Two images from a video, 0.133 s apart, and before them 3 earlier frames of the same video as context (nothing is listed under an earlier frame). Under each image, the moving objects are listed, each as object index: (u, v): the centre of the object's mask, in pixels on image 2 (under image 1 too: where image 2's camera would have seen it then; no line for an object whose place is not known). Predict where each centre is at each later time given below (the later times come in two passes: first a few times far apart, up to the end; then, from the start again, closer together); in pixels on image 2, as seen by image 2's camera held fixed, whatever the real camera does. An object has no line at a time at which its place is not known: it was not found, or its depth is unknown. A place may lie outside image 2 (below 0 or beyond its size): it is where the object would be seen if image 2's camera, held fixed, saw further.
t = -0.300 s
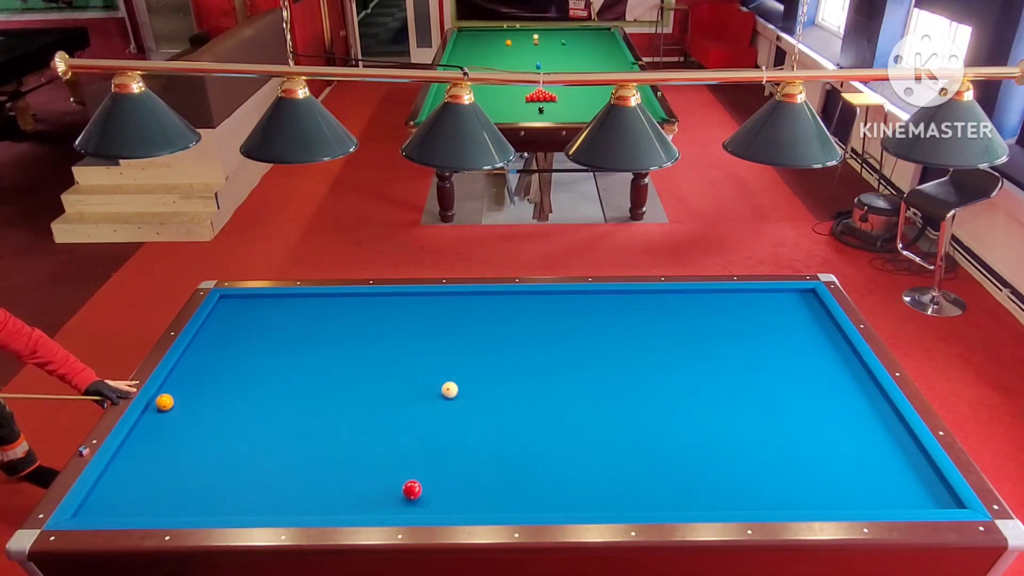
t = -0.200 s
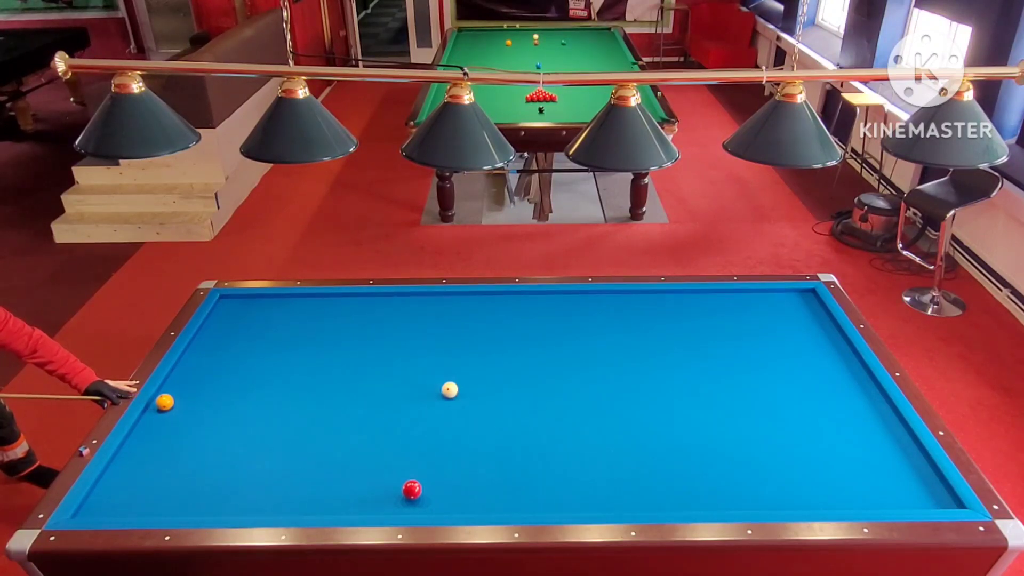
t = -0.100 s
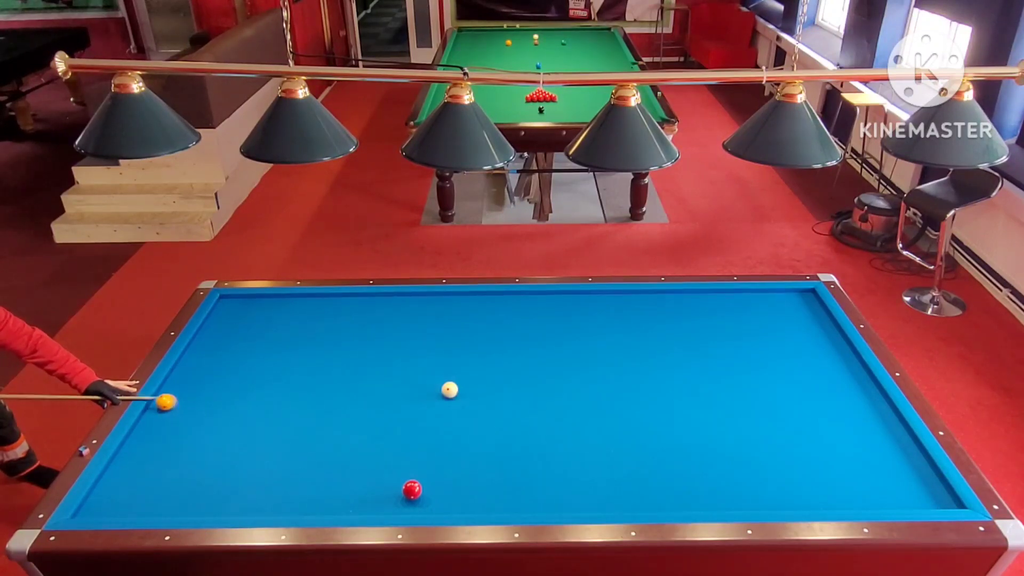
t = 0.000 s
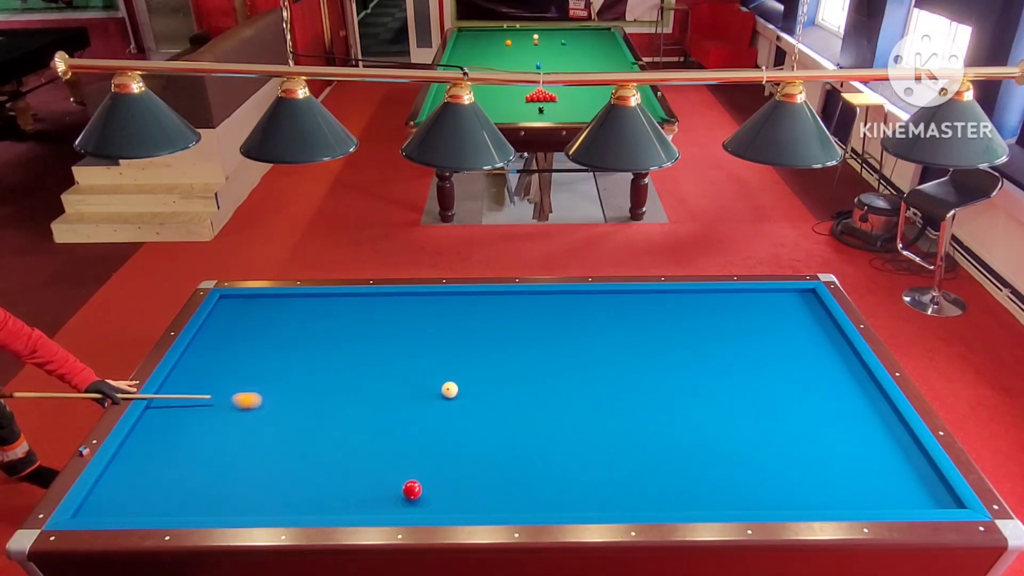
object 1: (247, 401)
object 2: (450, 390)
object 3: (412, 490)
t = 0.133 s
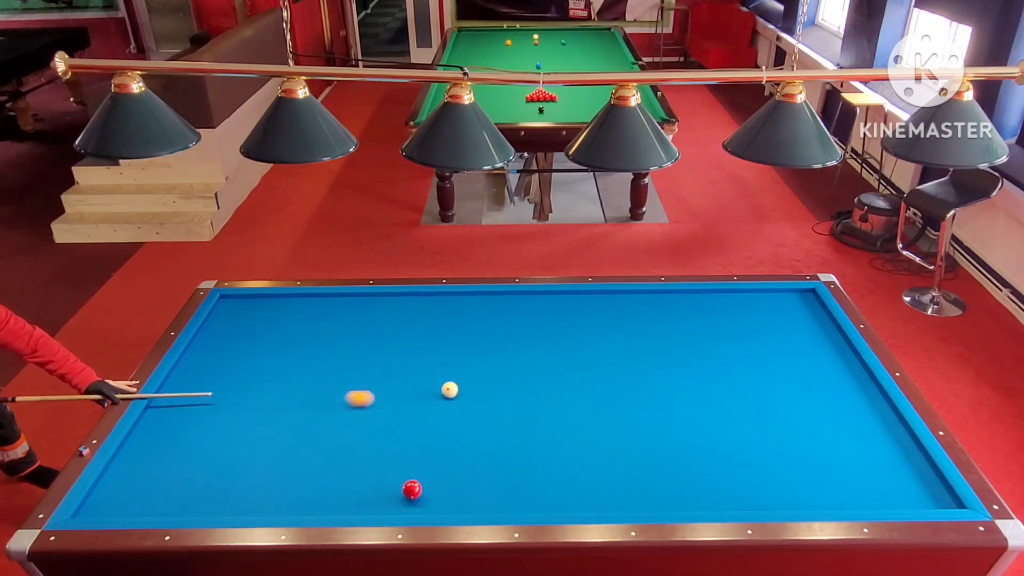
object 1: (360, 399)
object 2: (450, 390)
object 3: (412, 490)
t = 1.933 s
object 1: (647, 369)
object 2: (797, 362)
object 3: (412, 490)
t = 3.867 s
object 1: (270, 327)
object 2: (773, 488)
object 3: (412, 490)
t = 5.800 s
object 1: (292, 424)
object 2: (590, 406)
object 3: (412, 490)
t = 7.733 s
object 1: (429, 500)
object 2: (478, 358)
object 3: (415, 482)
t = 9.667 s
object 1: (507, 488)
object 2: (414, 331)
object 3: (422, 466)
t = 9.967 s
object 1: (515, 487)
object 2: (407, 329)
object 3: (422, 467)
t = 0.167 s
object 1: (388, 398)
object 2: (450, 390)
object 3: (412, 490)
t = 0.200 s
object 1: (416, 398)
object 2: (450, 390)
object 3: (412, 490)
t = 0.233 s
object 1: (441, 399)
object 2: (453, 387)
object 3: (412, 490)
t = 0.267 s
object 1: (457, 406)
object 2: (465, 381)
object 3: (412, 490)
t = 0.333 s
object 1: (490, 422)
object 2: (487, 367)
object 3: (412, 490)
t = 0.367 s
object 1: (508, 430)
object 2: (498, 360)
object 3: (412, 490)
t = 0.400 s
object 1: (526, 437)
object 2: (508, 354)
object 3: (412, 490)
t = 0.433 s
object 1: (546, 445)
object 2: (517, 349)
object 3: (412, 490)
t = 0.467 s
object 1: (567, 452)
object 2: (525, 344)
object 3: (412, 490)
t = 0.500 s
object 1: (588, 459)
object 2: (534, 339)
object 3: (412, 490)
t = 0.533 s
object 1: (610, 466)
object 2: (541, 334)
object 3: (412, 490)
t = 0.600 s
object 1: (656, 480)
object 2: (555, 325)
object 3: (412, 490)
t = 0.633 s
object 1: (680, 487)
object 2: (562, 321)
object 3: (412, 490)
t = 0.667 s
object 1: (705, 495)
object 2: (568, 317)
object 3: (412, 490)
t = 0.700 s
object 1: (730, 502)
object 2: (575, 313)
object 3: (412, 490)
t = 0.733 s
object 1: (750, 502)
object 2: (581, 309)
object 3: (412, 490)
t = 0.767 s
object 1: (765, 496)
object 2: (587, 306)
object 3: (412, 490)
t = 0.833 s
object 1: (796, 485)
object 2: (600, 298)
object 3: (412, 490)
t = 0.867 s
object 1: (811, 479)
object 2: (606, 295)
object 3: (412, 490)
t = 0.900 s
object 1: (827, 475)
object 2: (611, 295)
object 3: (412, 490)
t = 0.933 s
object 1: (842, 471)
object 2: (617, 298)
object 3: (412, 490)
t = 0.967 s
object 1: (858, 467)
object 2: (622, 300)
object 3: (412, 490)
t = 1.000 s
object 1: (873, 463)
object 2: (628, 303)
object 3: (412, 490)
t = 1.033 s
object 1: (888, 460)
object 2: (633, 305)
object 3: (412, 490)
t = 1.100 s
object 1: (917, 453)
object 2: (644, 309)
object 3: (412, 490)
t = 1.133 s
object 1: (907, 449)
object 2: (650, 311)
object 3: (412, 490)
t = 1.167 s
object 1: (891, 445)
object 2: (656, 313)
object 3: (412, 490)
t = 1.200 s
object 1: (874, 440)
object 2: (661, 315)
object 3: (412, 490)
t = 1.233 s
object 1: (860, 437)
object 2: (667, 317)
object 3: (412, 490)
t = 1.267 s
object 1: (846, 433)
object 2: (673, 319)
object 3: (412, 490)
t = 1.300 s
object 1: (833, 429)
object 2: (678, 321)
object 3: (412, 490)
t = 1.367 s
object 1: (809, 422)
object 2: (690, 325)
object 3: (412, 490)
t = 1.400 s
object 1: (799, 418)
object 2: (696, 327)
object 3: (412, 490)
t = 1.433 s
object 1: (788, 415)
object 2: (702, 329)
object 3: (412, 490)
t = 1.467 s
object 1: (778, 412)
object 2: (708, 331)
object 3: (412, 490)
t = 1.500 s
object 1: (768, 408)
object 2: (714, 333)
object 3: (412, 490)
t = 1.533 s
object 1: (757, 405)
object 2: (720, 335)
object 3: (412, 490)
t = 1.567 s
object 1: (748, 402)
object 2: (726, 338)
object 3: (412, 490)
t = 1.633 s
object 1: (728, 395)
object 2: (739, 342)
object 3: (412, 490)
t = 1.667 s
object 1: (719, 392)
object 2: (745, 344)
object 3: (412, 490)
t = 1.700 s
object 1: (710, 389)
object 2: (752, 346)
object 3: (412, 490)
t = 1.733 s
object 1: (700, 386)
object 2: (758, 349)
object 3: (412, 490)
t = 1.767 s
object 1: (691, 383)
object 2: (764, 351)
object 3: (412, 490)
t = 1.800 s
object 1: (682, 380)
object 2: (771, 353)
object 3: (412, 490)
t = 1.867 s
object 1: (664, 375)
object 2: (784, 358)
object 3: (412, 490)
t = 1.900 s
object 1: (656, 371)
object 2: (790, 360)
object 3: (412, 490)
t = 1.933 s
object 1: (647, 369)
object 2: (797, 362)
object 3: (412, 490)
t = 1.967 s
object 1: (639, 366)
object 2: (804, 365)
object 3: (412, 490)
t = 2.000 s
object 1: (631, 363)
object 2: (811, 367)
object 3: (412, 490)
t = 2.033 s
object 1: (622, 361)
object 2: (817, 369)
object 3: (412, 490)
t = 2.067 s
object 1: (614, 358)
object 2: (824, 372)
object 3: (412, 490)
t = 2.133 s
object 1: (598, 353)
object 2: (838, 376)
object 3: (412, 490)
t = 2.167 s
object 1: (590, 350)
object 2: (845, 379)
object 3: (412, 490)
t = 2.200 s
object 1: (583, 347)
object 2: (852, 381)
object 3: (412, 490)
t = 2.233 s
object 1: (575, 345)
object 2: (860, 384)
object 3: (412, 490)
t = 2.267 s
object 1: (568, 342)
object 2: (867, 386)
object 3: (412, 490)
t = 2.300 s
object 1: (560, 340)
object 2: (874, 389)
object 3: (412, 490)
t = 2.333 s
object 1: (553, 337)
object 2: (875, 391)
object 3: (412, 490)
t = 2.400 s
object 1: (538, 333)
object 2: (871, 397)
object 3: (412, 490)
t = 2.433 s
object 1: (531, 331)
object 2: (869, 400)
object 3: (412, 490)
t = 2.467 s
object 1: (524, 328)
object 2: (868, 402)
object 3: (412, 490)
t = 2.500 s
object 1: (517, 326)
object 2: (866, 405)
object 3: (412, 490)
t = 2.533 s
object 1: (510, 323)
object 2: (865, 408)
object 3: (412, 490)
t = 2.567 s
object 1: (503, 321)
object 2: (863, 411)
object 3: (412, 490)
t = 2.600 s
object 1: (496, 319)
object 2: (862, 414)
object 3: (412, 490)
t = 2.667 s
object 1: (483, 315)
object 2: (859, 420)
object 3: (412, 490)
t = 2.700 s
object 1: (477, 313)
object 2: (858, 422)
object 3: (412, 490)
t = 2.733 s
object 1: (470, 310)
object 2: (856, 425)
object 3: (412, 490)
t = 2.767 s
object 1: (464, 308)
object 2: (854, 428)
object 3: (412, 490)
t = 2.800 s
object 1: (457, 306)
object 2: (853, 431)
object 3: (412, 490)
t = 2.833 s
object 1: (451, 304)
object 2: (851, 434)
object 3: (412, 490)
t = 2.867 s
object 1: (445, 302)
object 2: (850, 437)
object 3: (412, 490)
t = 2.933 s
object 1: (433, 298)
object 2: (846, 443)
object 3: (412, 490)
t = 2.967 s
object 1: (427, 296)
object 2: (845, 447)
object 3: (412, 490)
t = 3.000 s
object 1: (421, 295)
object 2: (843, 450)
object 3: (412, 490)
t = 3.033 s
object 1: (415, 297)
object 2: (841, 453)
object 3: (412, 490)
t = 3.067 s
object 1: (410, 298)
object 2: (840, 456)
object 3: (412, 490)
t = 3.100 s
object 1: (404, 299)
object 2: (838, 459)
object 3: (412, 490)
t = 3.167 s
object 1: (393, 302)
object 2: (834, 466)
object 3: (412, 490)
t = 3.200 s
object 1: (387, 303)
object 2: (833, 469)
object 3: (412, 490)
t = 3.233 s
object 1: (381, 304)
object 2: (831, 472)
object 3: (412, 490)
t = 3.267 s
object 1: (376, 305)
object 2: (829, 475)
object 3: (412, 490)
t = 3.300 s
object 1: (370, 306)
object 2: (827, 479)
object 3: (412, 490)
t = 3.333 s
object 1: (364, 307)
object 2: (826, 482)
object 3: (412, 490)
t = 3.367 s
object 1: (358, 309)
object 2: (824, 485)
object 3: (412, 490)
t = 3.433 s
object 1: (347, 311)
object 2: (820, 492)
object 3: (412, 490)
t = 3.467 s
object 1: (341, 312)
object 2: (818, 496)
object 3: (412, 490)
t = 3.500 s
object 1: (335, 313)
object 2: (816, 499)
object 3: (412, 490)
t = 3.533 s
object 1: (329, 315)
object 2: (815, 502)
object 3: (412, 490)
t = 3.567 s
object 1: (323, 316)
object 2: (812, 504)
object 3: (412, 490)
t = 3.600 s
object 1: (318, 317)
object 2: (808, 502)
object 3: (412, 490)
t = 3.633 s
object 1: (312, 318)
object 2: (803, 501)
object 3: (412, 490)
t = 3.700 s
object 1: (300, 321)
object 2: (794, 497)
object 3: (412, 490)
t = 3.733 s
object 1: (294, 322)
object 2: (790, 495)
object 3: (412, 490)
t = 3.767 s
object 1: (288, 323)
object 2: (786, 493)
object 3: (412, 490)
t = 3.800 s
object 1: (282, 324)
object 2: (782, 492)
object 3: (412, 490)
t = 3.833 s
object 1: (276, 326)
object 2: (778, 490)
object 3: (412, 490)
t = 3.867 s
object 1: (270, 327)
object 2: (773, 488)
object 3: (412, 490)
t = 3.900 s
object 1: (264, 328)
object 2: (769, 486)
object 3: (412, 490)
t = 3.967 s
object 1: (252, 331)
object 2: (761, 482)
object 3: (412, 490)
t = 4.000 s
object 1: (246, 332)
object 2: (757, 481)
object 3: (412, 490)
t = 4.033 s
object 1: (240, 333)
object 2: (754, 479)
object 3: (412, 490)
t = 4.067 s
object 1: (234, 335)
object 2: (749, 477)
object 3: (412, 490)
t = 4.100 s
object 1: (227, 336)
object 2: (746, 476)
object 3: (412, 490)
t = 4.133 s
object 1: (221, 337)
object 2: (742, 474)
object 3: (412, 490)
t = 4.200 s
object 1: (209, 340)
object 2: (734, 471)
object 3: (412, 490)
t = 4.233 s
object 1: (202, 341)
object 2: (731, 469)
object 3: (412, 490)
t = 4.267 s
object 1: (196, 342)
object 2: (727, 467)
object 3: (412, 490)
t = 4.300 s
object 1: (195, 344)
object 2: (723, 466)
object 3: (412, 490)
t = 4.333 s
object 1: (198, 346)
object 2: (720, 464)
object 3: (412, 490)
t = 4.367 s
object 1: (201, 347)
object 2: (716, 462)
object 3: (412, 490)
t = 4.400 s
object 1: (203, 349)
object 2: (713, 461)
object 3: (412, 490)
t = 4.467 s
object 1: (207, 352)
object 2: (706, 458)
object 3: (412, 490)
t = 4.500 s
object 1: (209, 354)
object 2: (702, 456)
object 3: (412, 490)
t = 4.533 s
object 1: (211, 356)
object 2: (699, 455)
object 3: (412, 490)
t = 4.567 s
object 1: (213, 357)
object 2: (695, 453)
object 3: (412, 490)
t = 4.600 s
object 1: (215, 359)
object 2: (692, 452)
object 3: (412, 490)
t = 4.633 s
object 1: (217, 361)
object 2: (689, 450)
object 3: (412, 490)
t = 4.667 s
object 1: (219, 363)
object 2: (686, 449)
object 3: (412, 490)
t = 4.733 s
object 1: (223, 366)
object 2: (679, 446)
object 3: (412, 490)
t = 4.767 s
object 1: (225, 368)
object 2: (676, 444)
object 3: (412, 490)
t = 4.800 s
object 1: (227, 369)
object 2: (673, 443)
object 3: (412, 490)
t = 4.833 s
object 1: (229, 371)
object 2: (670, 442)
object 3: (412, 490)
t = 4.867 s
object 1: (232, 373)
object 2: (667, 440)
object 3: (412, 490)
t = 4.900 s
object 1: (233, 375)
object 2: (664, 439)
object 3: (412, 490)
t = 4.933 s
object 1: (235, 376)
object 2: (661, 437)
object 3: (412, 490)
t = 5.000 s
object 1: (240, 380)
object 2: (655, 435)
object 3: (412, 490)
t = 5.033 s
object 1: (242, 382)
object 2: (652, 434)
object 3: (412, 490)
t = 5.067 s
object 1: (244, 383)
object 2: (649, 432)
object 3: (412, 490)
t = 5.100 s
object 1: (246, 385)
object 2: (646, 431)
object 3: (412, 490)
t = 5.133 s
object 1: (248, 387)
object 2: (643, 430)
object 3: (412, 490)
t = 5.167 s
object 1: (250, 389)
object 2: (640, 428)
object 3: (412, 490)
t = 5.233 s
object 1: (254, 392)
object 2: (635, 426)
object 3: (412, 490)
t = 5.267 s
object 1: (257, 394)
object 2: (632, 425)
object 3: (412, 490)
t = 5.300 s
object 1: (259, 396)
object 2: (629, 424)
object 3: (412, 490)
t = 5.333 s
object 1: (261, 398)
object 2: (626, 422)
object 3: (412, 490)
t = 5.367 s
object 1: (263, 400)
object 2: (623, 421)
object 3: (412, 490)
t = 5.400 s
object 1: (265, 402)
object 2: (621, 420)
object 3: (412, 490)
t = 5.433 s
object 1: (268, 404)
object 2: (618, 419)
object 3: (412, 490)
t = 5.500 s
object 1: (272, 407)
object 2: (613, 416)
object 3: (412, 490)
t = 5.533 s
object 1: (274, 409)
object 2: (610, 415)
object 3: (412, 490)
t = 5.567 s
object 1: (276, 411)
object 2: (608, 414)
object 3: (412, 490)
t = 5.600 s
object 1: (279, 413)
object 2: (605, 413)
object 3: (412, 490)
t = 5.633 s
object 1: (281, 415)
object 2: (602, 412)
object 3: (412, 490)
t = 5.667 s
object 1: (283, 417)
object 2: (600, 411)
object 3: (412, 490)
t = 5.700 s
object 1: (285, 419)
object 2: (597, 410)
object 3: (412, 490)
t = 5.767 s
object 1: (290, 422)
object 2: (592, 407)
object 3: (412, 490)
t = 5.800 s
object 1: (292, 424)
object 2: (590, 406)
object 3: (412, 490)
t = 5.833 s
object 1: (294, 426)
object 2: (587, 405)
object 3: (412, 490)
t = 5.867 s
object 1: (297, 428)
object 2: (585, 404)
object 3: (412, 490)
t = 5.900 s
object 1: (299, 430)
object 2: (583, 403)
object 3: (412, 490)
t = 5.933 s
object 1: (301, 432)
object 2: (580, 402)
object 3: (412, 490)
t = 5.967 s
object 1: (304, 434)
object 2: (578, 401)
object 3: (412, 490)
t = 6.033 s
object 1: (308, 438)
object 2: (574, 399)
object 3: (412, 490)
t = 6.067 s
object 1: (310, 440)
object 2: (571, 398)
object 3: (412, 490)
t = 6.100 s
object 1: (313, 442)
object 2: (569, 397)
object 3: (412, 490)
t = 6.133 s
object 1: (315, 444)
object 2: (567, 396)
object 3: (412, 490)
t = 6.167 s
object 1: (318, 445)
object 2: (564, 395)
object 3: (412, 490)
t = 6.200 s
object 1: (320, 448)
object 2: (562, 394)
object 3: (412, 490)
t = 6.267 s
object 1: (325, 452)
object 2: (558, 392)
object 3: (412, 490)
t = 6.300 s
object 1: (327, 454)
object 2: (556, 391)
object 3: (412, 490)
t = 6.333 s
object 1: (330, 456)
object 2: (554, 391)
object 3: (412, 490)
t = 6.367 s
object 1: (332, 458)
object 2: (552, 390)
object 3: (412, 490)
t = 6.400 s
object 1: (334, 460)
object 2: (549, 389)
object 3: (412, 490)
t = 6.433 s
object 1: (336, 462)
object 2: (547, 388)
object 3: (412, 490)
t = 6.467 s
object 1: (339, 464)
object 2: (545, 387)
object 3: (412, 490)
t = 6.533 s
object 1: (344, 468)
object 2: (541, 385)
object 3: (412, 490)
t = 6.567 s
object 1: (346, 470)
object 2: (539, 384)
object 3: (412, 490)
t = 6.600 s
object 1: (349, 472)
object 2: (537, 384)
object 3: (412, 490)
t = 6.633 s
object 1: (351, 474)
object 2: (535, 383)
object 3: (412, 490)
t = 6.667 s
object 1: (353, 476)
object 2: (533, 382)
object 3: (412, 490)
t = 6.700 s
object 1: (356, 478)
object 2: (531, 381)
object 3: (412, 490)
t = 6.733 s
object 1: (358, 480)
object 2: (529, 380)
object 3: (412, 490)
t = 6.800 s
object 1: (363, 484)
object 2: (525, 379)
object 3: (412, 490)
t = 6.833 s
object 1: (366, 486)
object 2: (524, 378)
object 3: (412, 490)
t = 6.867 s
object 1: (368, 488)
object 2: (522, 377)
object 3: (412, 490)
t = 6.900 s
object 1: (371, 490)
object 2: (520, 376)
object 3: (412, 490)
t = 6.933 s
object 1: (373, 492)
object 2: (518, 375)
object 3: (412, 490)
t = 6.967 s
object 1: (376, 494)
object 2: (516, 374)
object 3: (412, 490)
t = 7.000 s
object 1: (378, 497)
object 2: (515, 374)
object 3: (412, 490)
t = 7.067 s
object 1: (383, 501)
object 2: (511, 372)
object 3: (412, 490)
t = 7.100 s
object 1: (386, 503)
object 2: (509, 372)
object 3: (412, 490)
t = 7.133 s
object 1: (389, 504)
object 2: (507, 371)
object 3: (412, 490)
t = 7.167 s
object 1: (391, 506)
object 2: (506, 370)
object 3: (412, 490)
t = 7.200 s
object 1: (394, 507)
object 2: (504, 369)
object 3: (412, 490)
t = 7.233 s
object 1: (397, 508)
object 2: (502, 368)
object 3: (412, 490)
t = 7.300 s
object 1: (401, 506)
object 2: (499, 367)
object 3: (412, 489)
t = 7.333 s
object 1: (404, 505)
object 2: (497, 366)
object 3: (412, 489)
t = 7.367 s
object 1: (407, 505)
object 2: (496, 366)
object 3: (412, 488)
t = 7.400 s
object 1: (409, 504)
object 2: (494, 365)
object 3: (412, 488)
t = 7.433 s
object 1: (411, 503)
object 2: (492, 364)
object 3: (413, 487)
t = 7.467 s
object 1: (413, 503)
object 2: (491, 363)
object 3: (413, 486)
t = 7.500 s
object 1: (415, 502)
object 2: (489, 363)
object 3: (413, 486)
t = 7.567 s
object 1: (419, 502)
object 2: (486, 362)
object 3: (414, 485)
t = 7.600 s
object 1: (421, 502)
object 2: (485, 361)
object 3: (414, 484)
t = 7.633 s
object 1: (423, 501)
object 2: (483, 360)
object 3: (414, 484)
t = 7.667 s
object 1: (425, 501)
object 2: (481, 360)
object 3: (415, 484)
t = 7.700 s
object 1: (427, 501)
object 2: (480, 359)
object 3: (415, 483)
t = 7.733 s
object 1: (429, 500)
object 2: (478, 358)
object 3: (415, 482)
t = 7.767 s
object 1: (430, 500)
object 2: (477, 358)
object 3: (415, 482)
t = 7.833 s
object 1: (434, 500)
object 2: (474, 356)
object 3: (416, 480)
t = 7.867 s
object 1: (436, 500)
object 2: (473, 356)
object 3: (416, 480)
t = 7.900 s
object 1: (437, 499)
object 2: (471, 355)
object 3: (416, 479)
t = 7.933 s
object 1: (439, 499)
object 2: (470, 355)
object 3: (417, 479)
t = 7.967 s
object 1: (441, 499)
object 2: (469, 354)
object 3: (417, 478)
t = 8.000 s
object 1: (443, 498)
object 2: (467, 353)
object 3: (417, 478)
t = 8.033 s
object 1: (445, 498)
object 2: (466, 353)
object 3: (417, 477)
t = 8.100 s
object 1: (448, 498)
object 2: (463, 352)
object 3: (418, 476)
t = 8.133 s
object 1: (450, 497)
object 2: (462, 351)
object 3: (418, 475)
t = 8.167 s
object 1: (451, 497)
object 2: (460, 350)
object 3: (418, 475)
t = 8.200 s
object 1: (453, 497)
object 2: (459, 350)
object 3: (418, 475)
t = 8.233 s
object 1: (454, 497)
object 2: (458, 350)
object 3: (419, 474)
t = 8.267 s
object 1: (456, 496)
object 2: (457, 349)
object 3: (419, 474)
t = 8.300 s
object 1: (458, 496)
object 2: (455, 348)
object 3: (419, 473)
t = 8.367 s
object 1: (461, 496)
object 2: (453, 347)
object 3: (420, 473)
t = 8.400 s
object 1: (462, 496)
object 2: (452, 347)
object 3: (420, 472)
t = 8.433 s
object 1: (464, 495)
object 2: (451, 346)
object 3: (420, 472)
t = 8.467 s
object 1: (465, 495)
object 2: (449, 346)
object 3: (420, 471)
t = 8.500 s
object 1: (467, 495)
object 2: (448, 345)
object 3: (420, 471)
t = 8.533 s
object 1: (468, 495)
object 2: (447, 345)
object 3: (420, 471)
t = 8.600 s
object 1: (471, 494)
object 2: (445, 344)
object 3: (421, 470)
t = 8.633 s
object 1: (472, 494)
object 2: (443, 343)
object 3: (421, 470)
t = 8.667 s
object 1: (474, 494)
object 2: (442, 343)
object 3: (421, 470)
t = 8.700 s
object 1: (475, 493)
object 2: (441, 342)
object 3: (421, 469)
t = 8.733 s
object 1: (476, 493)
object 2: (440, 342)
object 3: (421, 469)
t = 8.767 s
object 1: (478, 493)
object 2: (439, 341)
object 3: (421, 469)
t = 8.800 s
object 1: (479, 492)
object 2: (438, 341)
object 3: (421, 469)
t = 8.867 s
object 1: (482, 492)
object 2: (436, 340)
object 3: (421, 468)
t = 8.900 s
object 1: (483, 492)
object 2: (435, 340)
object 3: (421, 468)
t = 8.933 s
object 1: (484, 492)
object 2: (434, 339)
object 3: (421, 468)
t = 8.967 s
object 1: (485, 491)
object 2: (433, 339)
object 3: (421, 468)
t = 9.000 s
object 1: (486, 491)
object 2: (432, 338)
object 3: (422, 467)
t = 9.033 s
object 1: (488, 491)
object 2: (431, 338)
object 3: (421, 467)
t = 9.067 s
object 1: (489, 491)
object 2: (430, 338)
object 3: (421, 467)
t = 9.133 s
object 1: (491, 490)
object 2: (428, 337)
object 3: (422, 467)
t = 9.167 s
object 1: (492, 490)
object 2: (427, 336)
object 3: (422, 467)
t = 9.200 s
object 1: (493, 490)
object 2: (426, 336)
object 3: (422, 467)
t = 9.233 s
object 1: (494, 490)
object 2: (425, 336)
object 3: (422, 466)
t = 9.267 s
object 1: (496, 489)
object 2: (424, 335)
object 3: (422, 466)
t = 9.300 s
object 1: (497, 489)
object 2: (423, 335)
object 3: (422, 466)
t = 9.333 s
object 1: (498, 489)
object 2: (422, 335)
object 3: (422, 466)
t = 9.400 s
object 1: (500, 489)
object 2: (420, 334)
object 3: (422, 466)
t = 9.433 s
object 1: (501, 489)
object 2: (420, 334)
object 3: (422, 466)
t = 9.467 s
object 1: (502, 489)
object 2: (419, 333)
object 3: (422, 466)
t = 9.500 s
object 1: (503, 488)
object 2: (418, 333)
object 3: (422, 466)
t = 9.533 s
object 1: (504, 488)
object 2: (417, 333)
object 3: (422, 466)
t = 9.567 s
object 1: (505, 488)
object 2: (416, 332)
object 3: (422, 466)
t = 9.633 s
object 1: (506, 488)
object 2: (414, 332)
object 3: (422, 466)
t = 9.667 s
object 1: (507, 488)
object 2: (414, 331)
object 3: (422, 466)
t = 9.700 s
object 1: (508, 488)
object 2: (413, 331)
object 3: (422, 466)
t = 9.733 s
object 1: (509, 487)
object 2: (412, 331)
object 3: (422, 466)
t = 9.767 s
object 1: (510, 487)
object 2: (411, 330)
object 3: (422, 466)
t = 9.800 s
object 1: (511, 487)
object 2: (410, 330)
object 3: (422, 466)
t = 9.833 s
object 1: (512, 487)
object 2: (410, 330)
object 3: (422, 466)
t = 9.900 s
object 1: (513, 487)
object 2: (408, 329)
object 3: (422, 466)
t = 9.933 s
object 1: (514, 487)
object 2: (407, 329)
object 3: (422, 466)
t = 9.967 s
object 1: (515, 487)
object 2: (407, 329)
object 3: (422, 467)
